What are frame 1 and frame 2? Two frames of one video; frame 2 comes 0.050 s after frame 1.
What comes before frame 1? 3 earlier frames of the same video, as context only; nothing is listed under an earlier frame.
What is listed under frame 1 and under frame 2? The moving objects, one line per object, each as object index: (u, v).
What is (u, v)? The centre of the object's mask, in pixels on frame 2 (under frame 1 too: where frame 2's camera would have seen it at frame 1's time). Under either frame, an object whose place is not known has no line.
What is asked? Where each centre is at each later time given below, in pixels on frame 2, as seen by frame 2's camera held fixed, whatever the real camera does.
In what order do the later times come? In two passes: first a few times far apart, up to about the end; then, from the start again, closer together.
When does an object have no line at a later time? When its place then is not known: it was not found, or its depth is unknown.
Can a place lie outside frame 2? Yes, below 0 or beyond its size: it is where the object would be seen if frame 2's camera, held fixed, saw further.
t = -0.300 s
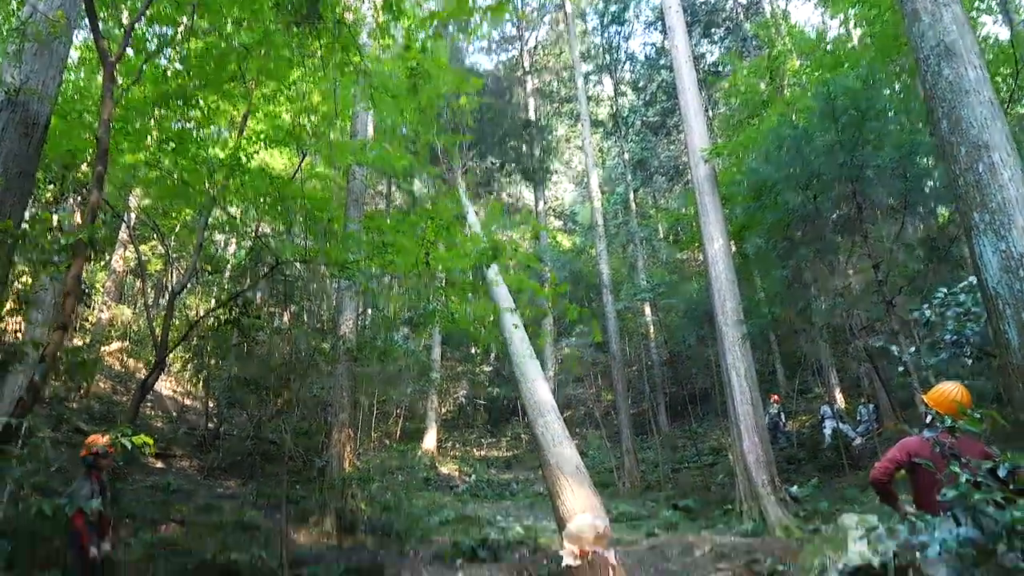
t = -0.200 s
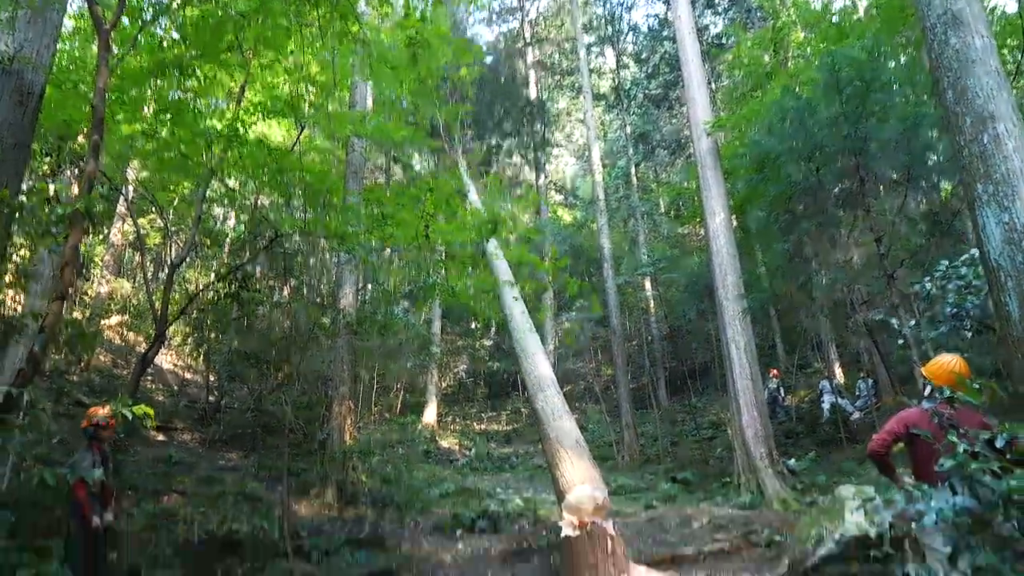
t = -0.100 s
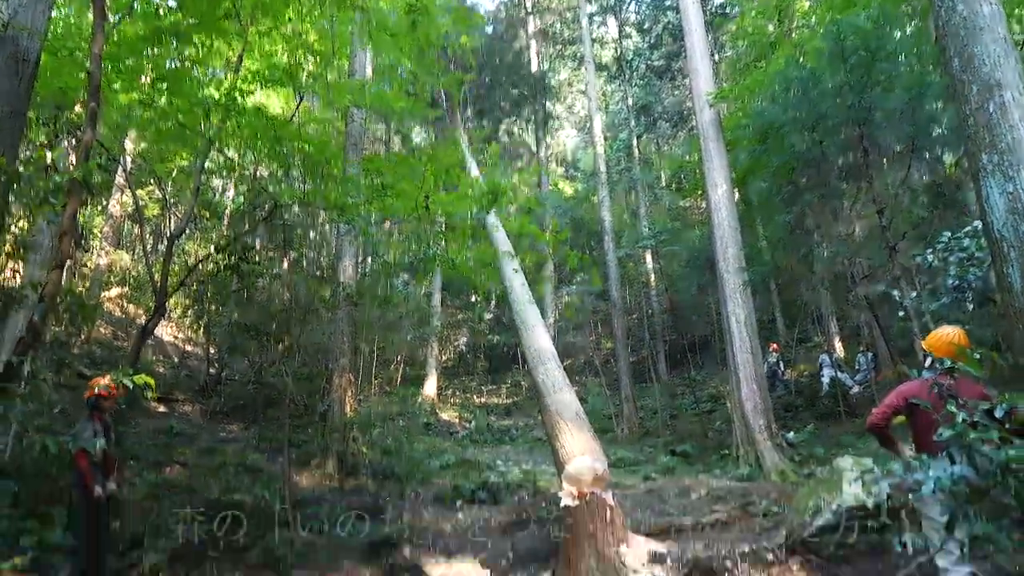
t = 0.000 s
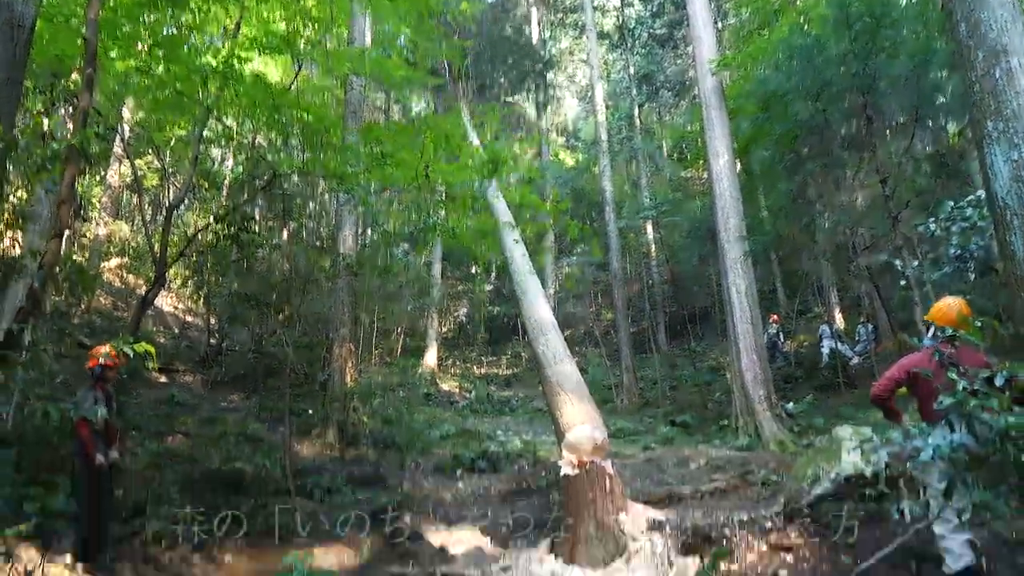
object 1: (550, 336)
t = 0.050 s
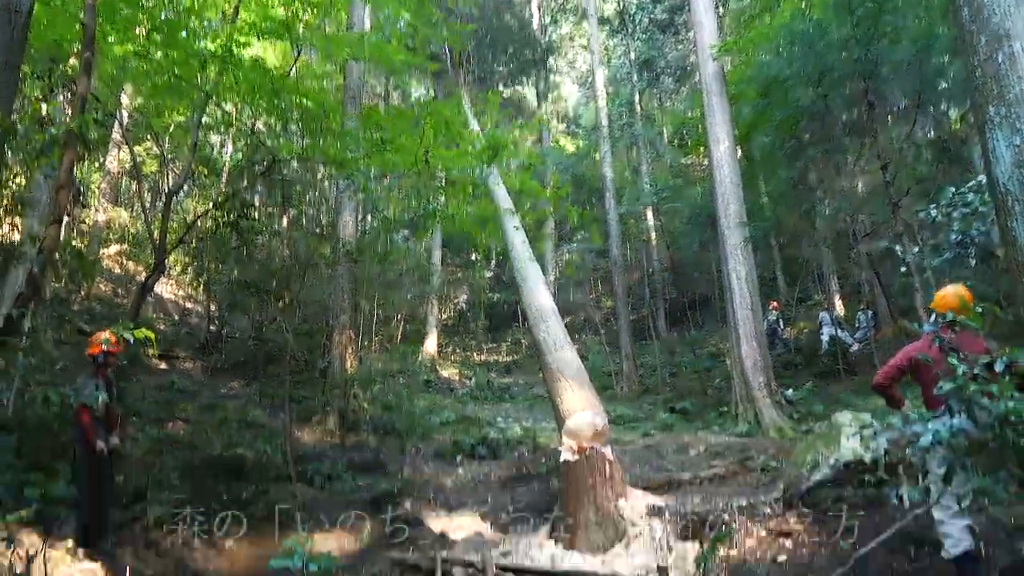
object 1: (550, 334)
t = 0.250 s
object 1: (550, 332)
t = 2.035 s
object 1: (550, 421)
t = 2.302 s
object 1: (554, 414)
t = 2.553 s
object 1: (556, 416)
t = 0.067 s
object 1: (550, 334)
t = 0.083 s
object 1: (551, 334)
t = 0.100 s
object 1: (550, 334)
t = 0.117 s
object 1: (550, 333)
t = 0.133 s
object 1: (550, 332)
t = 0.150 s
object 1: (550, 332)
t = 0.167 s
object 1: (550, 332)
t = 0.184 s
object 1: (550, 332)
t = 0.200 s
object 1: (550, 332)
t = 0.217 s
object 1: (550, 332)
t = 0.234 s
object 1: (550, 332)
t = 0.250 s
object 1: (550, 332)
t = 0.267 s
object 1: (550, 332)
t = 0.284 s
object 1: (550, 331)
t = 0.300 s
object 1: (550, 331)
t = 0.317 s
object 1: (550, 331)
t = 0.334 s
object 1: (550, 331)
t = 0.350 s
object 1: (550, 331)
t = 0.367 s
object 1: (550, 332)
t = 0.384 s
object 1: (549, 329)
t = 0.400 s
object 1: (550, 331)
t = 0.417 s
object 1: (550, 331)
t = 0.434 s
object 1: (549, 330)
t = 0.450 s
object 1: (549, 330)
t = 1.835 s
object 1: (555, 412)
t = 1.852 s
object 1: (554, 413)
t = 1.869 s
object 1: (553, 414)
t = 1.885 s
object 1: (553, 416)
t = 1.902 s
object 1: (552, 417)
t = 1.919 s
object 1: (551, 419)
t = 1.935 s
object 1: (551, 420)
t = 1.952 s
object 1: (552, 420)
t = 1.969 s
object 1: (552, 420)
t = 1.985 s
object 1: (551, 421)
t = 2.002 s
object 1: (550, 422)
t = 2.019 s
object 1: (550, 421)
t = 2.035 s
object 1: (550, 421)
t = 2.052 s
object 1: (550, 420)
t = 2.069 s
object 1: (550, 420)
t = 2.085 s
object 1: (551, 419)
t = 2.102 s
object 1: (553, 418)
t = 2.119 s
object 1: (553, 417)
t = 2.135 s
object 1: (553, 416)
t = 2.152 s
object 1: (554, 416)
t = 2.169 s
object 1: (553, 415)
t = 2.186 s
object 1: (554, 415)
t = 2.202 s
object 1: (554, 414)
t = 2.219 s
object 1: (554, 414)
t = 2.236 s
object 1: (554, 414)
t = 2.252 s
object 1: (554, 414)
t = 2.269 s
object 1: (554, 414)
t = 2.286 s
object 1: (555, 414)
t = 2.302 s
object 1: (554, 414)
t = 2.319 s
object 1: (555, 415)
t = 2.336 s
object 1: (555, 414)
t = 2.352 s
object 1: (555, 415)
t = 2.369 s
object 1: (555, 414)
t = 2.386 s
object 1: (555, 414)
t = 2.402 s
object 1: (555, 414)
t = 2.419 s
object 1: (555, 414)
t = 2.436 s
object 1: (555, 414)
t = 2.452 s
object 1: (555, 414)
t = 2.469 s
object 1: (555, 415)
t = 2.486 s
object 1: (555, 415)
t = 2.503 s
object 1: (555, 415)
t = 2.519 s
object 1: (556, 415)
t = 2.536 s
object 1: (556, 416)
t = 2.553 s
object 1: (556, 416)
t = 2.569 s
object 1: (556, 416)
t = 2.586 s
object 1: (556, 417)
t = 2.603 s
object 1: (556, 417)
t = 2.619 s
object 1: (556, 418)
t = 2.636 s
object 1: (556, 418)
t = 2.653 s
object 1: (555, 418)
